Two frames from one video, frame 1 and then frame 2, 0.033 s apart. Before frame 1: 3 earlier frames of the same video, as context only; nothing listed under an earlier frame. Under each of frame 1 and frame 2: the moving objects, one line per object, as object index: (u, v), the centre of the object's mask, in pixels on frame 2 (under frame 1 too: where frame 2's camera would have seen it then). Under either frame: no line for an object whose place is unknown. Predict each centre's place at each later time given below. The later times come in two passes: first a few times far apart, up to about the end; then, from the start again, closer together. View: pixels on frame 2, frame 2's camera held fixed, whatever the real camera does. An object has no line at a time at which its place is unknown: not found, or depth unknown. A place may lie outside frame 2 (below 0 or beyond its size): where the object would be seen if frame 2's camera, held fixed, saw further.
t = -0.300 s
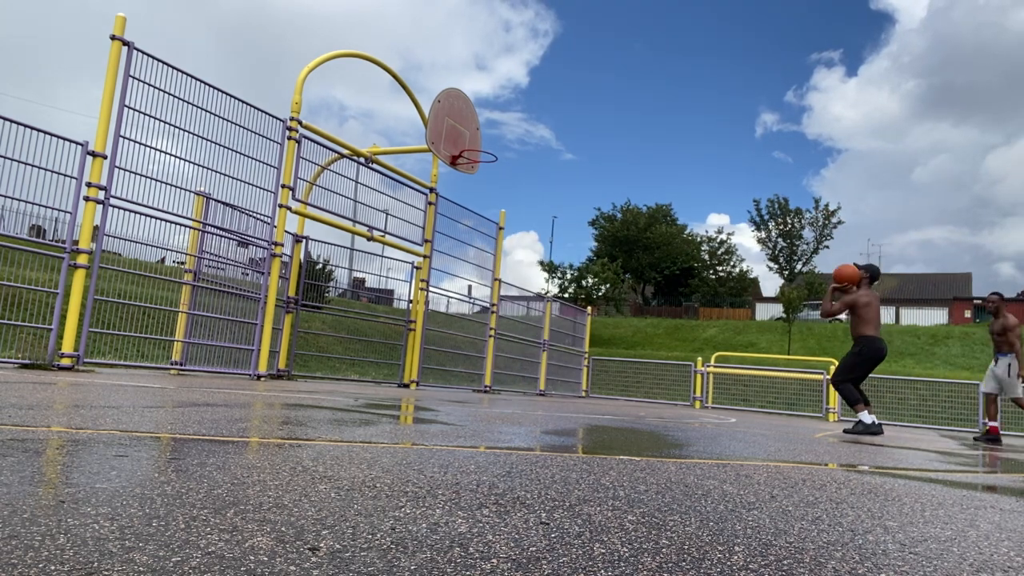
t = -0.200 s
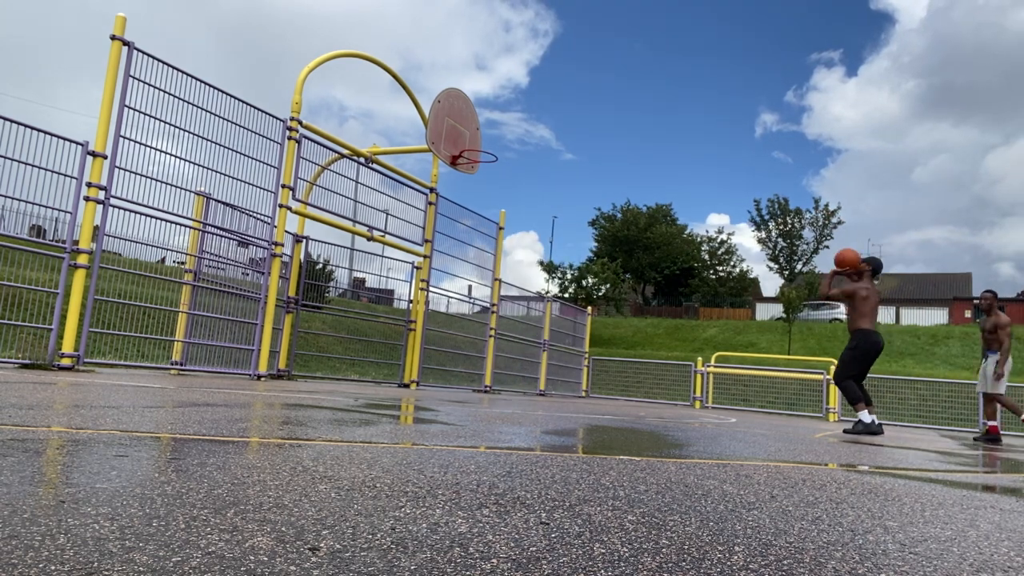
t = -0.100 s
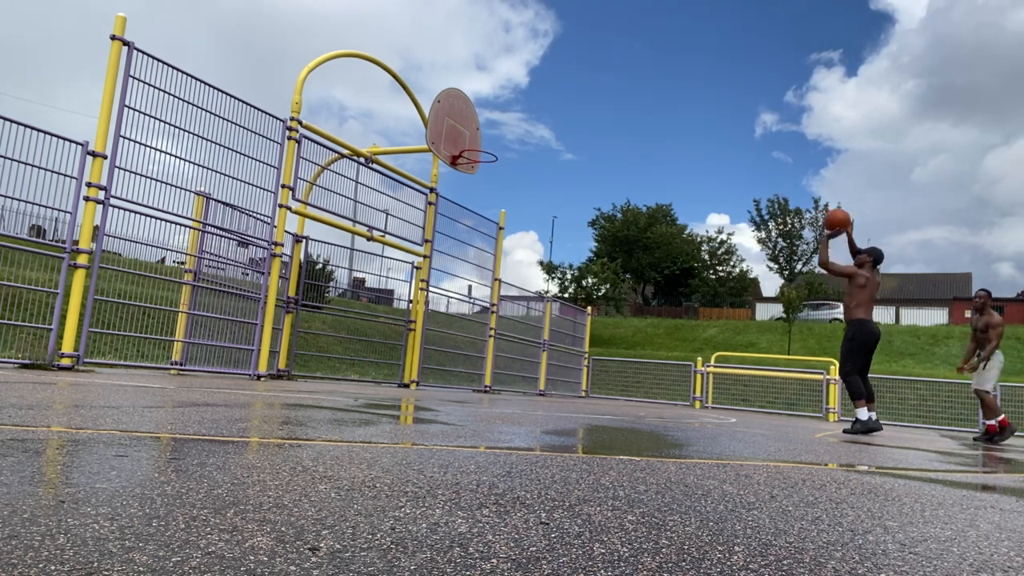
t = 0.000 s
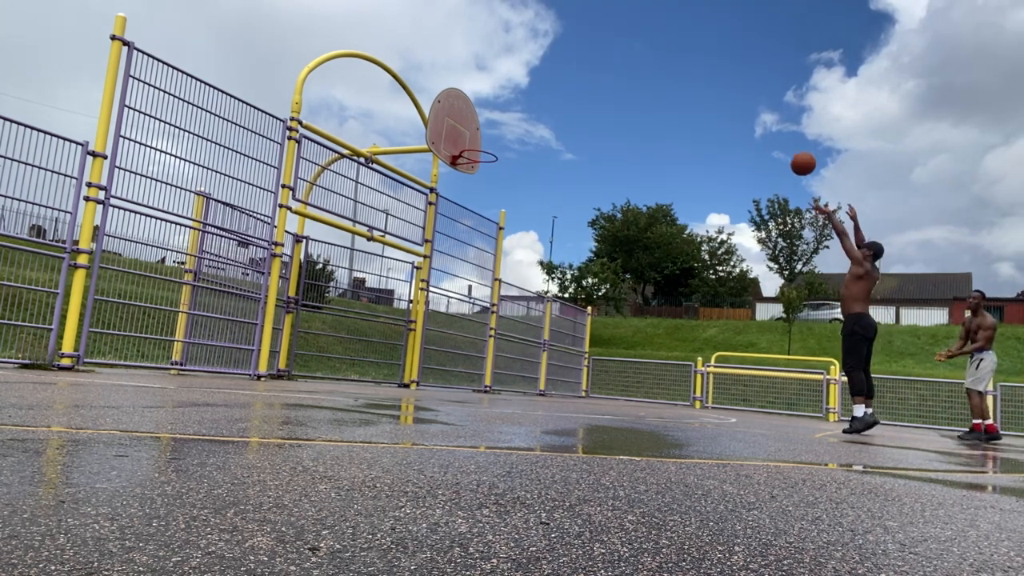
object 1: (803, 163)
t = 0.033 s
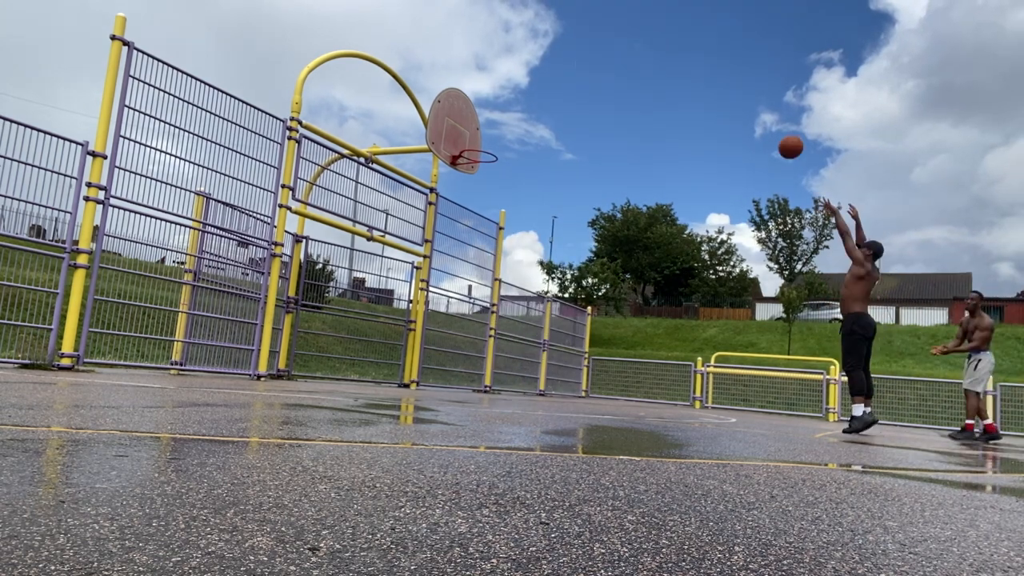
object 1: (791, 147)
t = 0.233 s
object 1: (721, 73)
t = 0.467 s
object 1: (645, 39)
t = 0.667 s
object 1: (585, 46)
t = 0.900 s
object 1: (519, 92)
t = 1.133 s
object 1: (481, 163)
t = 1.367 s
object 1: (543, 236)
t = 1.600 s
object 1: (599, 350)
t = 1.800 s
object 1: (649, 353)
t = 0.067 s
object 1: (778, 131)
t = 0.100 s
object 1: (766, 117)
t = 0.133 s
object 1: (755, 104)
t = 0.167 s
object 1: (743, 93)
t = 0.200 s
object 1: (732, 82)
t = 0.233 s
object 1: (721, 73)
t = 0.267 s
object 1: (709, 65)
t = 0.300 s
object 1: (698, 58)
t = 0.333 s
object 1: (688, 53)
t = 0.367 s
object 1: (677, 48)
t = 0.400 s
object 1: (666, 44)
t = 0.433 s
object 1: (656, 41)
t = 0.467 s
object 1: (645, 39)
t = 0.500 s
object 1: (635, 38)
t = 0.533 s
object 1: (625, 38)
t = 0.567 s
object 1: (615, 39)
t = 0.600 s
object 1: (605, 40)
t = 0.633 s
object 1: (595, 43)
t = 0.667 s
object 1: (585, 46)
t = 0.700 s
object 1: (576, 50)
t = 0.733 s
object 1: (566, 55)
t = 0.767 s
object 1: (556, 61)
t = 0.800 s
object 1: (547, 68)
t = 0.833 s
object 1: (537, 75)
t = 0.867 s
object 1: (528, 83)
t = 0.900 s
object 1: (519, 92)
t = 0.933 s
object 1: (509, 101)
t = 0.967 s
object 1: (500, 112)
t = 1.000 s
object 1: (491, 122)
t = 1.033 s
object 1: (482, 134)
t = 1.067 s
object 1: (472, 147)
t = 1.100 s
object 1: (471, 158)
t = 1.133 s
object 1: (481, 163)
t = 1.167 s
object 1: (490, 171)
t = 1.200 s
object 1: (499, 180)
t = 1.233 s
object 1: (508, 190)
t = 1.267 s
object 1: (517, 200)
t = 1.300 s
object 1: (526, 211)
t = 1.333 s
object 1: (535, 223)
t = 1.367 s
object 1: (543, 236)
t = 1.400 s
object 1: (552, 250)
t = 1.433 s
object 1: (560, 264)
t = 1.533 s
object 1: (585, 313)
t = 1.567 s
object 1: (592, 331)
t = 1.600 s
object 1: (599, 350)
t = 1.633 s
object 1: (607, 370)
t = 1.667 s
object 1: (615, 391)
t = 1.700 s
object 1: (623, 392)
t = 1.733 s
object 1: (632, 378)
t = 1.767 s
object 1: (641, 365)
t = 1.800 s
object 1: (649, 353)
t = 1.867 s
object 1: (667, 331)
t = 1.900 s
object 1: (675, 322)
